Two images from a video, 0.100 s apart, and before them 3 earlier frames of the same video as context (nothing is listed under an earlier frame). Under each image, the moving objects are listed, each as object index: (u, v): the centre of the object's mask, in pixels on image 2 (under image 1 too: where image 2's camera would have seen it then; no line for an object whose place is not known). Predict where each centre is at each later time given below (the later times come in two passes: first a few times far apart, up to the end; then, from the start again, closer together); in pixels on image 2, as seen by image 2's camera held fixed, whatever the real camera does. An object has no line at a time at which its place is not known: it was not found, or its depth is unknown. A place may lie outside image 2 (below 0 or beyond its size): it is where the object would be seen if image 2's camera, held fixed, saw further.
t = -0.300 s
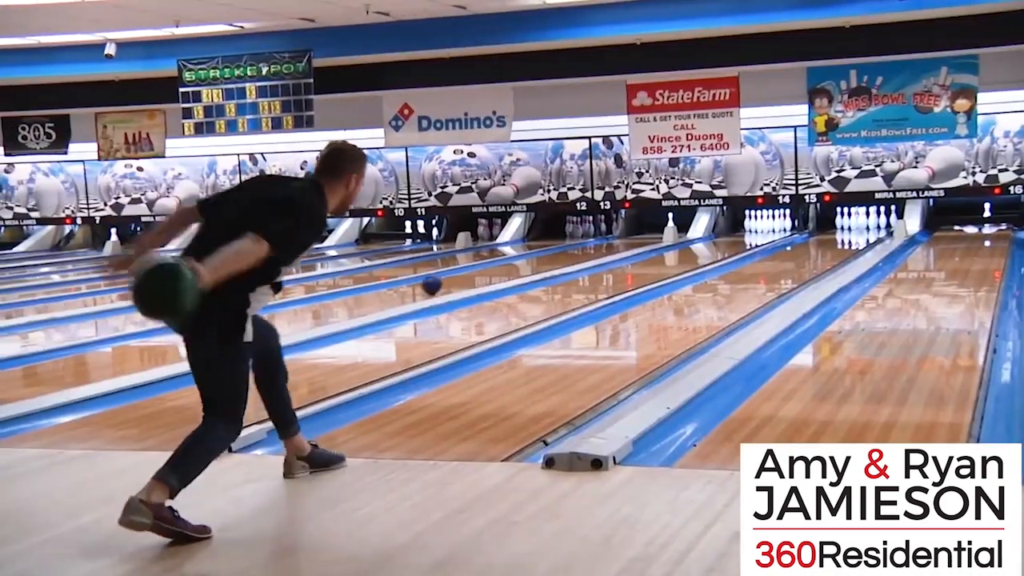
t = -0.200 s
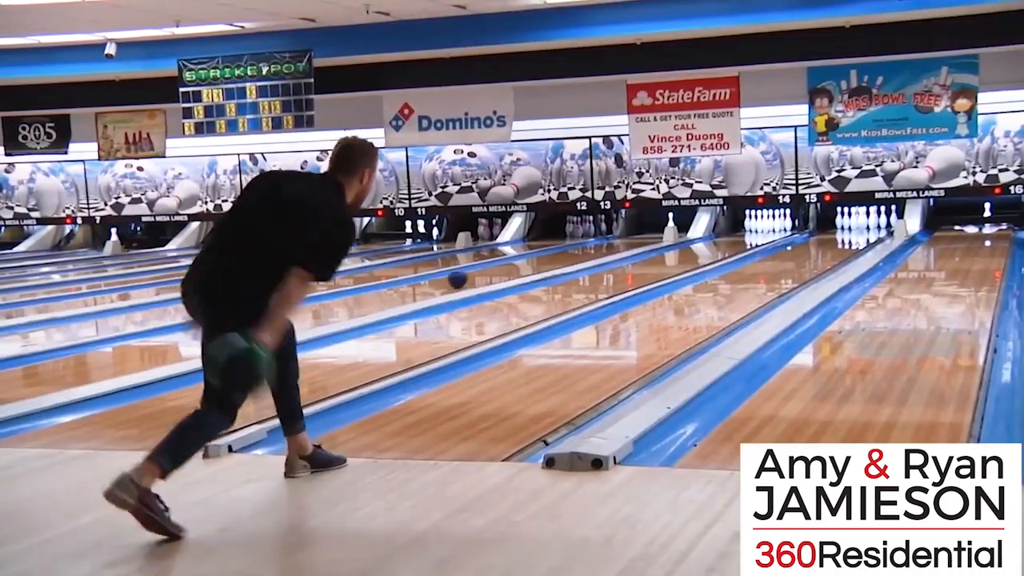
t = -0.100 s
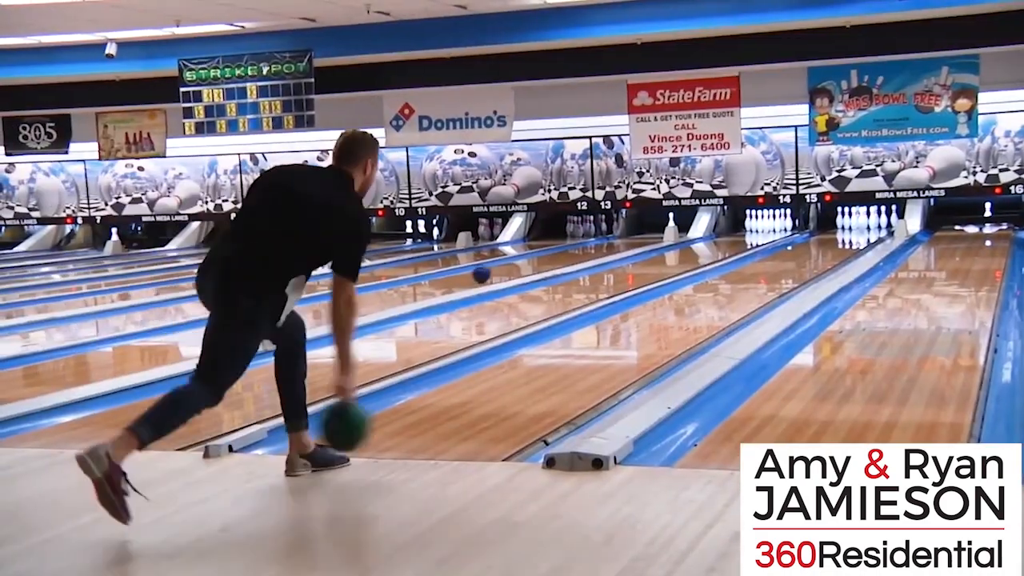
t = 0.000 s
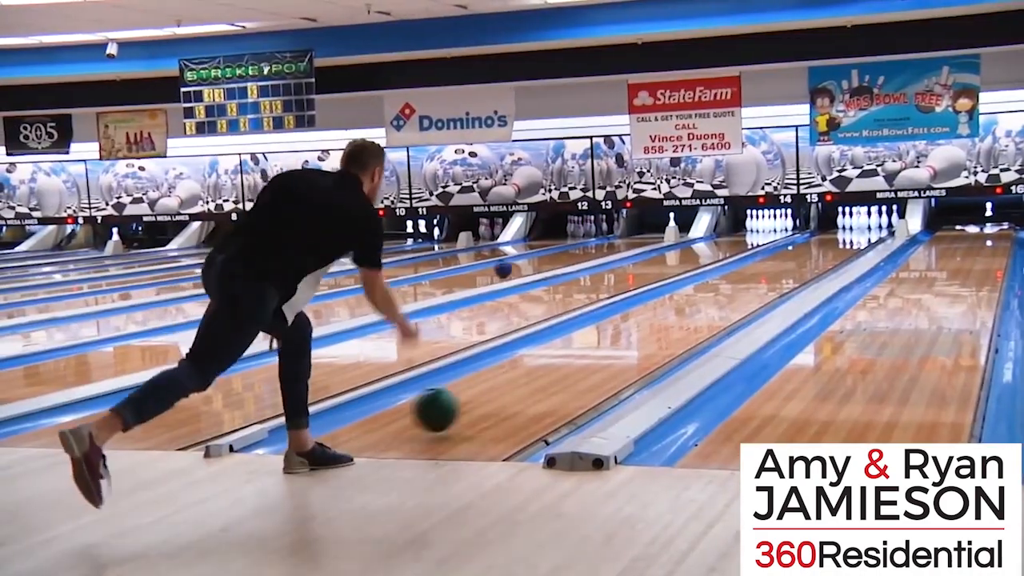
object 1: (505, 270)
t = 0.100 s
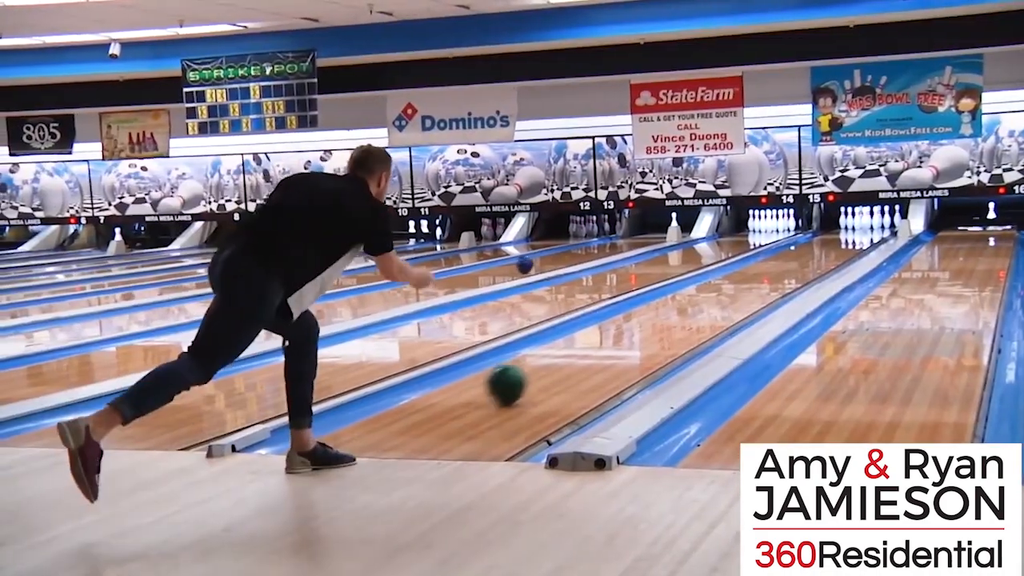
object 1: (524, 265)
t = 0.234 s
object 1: (548, 261)
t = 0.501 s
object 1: (588, 251)
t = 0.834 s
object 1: (629, 241)
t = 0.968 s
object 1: (642, 238)
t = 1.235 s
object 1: (666, 231)
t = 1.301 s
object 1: (670, 230)
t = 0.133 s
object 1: (530, 263)
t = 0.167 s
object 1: (536, 263)
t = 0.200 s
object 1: (542, 261)
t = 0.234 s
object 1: (548, 261)
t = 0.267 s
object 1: (553, 259)
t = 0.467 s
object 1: (584, 252)
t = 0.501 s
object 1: (588, 251)
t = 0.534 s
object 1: (593, 249)
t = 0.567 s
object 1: (596, 248)
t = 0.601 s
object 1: (601, 247)
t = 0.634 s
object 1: (606, 247)
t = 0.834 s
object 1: (629, 241)
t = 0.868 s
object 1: (632, 241)
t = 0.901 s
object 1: (637, 240)
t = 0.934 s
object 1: (640, 239)
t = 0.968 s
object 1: (642, 238)
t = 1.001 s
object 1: (646, 237)
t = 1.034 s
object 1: (649, 236)
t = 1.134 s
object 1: (657, 233)
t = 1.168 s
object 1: (661, 232)
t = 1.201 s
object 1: (664, 232)
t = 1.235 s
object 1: (666, 231)
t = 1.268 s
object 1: (668, 231)
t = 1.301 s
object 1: (670, 230)
